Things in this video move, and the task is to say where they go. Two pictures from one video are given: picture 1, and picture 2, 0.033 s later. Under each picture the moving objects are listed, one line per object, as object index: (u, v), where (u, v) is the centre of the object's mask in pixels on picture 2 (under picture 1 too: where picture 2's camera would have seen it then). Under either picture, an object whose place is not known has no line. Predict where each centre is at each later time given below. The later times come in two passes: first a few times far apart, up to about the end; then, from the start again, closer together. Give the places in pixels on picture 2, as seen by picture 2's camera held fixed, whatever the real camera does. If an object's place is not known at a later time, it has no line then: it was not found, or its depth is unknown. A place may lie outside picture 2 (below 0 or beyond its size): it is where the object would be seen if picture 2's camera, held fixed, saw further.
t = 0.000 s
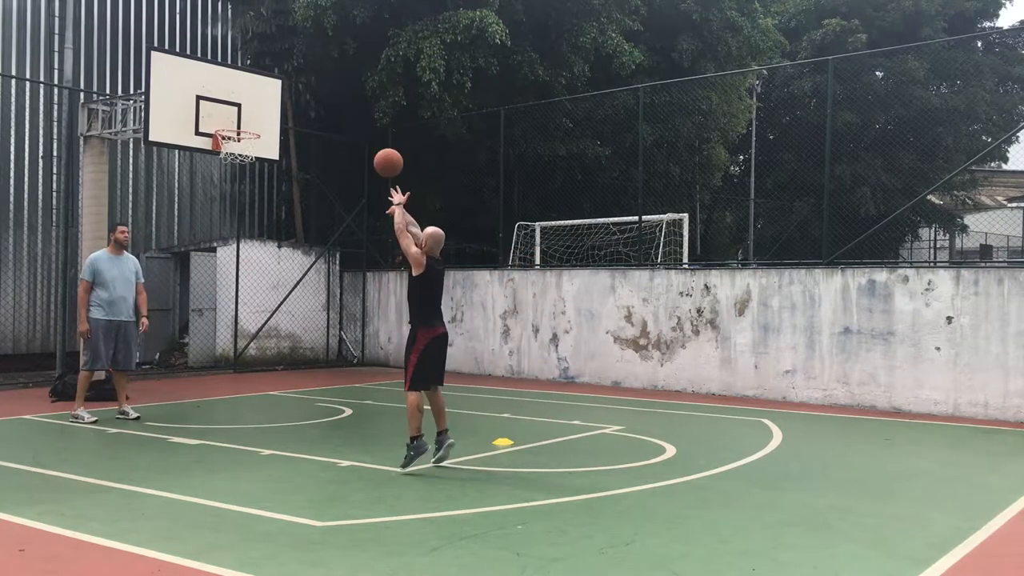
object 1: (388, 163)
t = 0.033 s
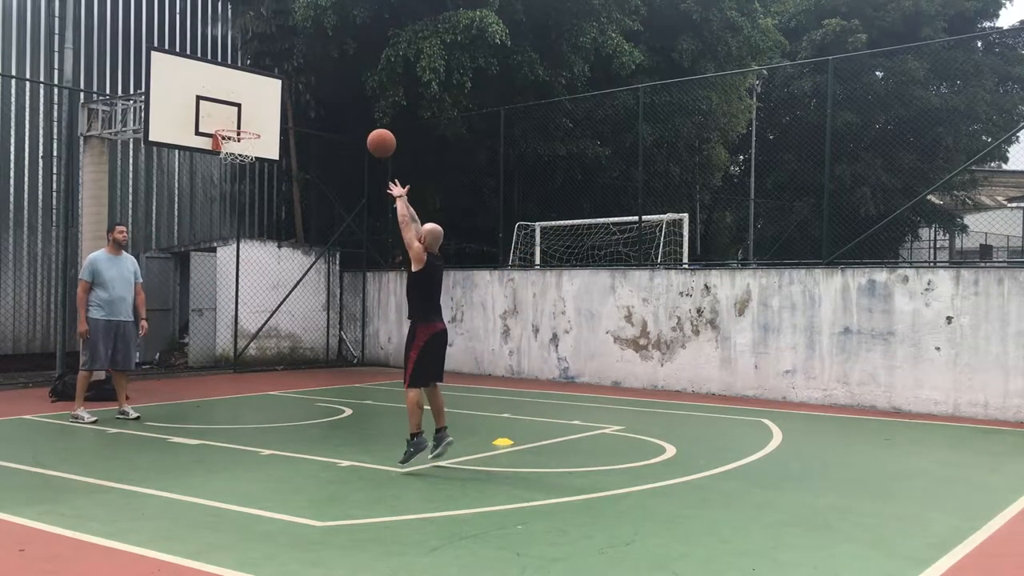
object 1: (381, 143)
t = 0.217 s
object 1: (345, 63)
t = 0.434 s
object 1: (307, 23)
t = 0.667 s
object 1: (272, 37)
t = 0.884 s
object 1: (242, 91)
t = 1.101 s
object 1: (252, 162)
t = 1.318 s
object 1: (300, 251)
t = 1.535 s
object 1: (347, 383)
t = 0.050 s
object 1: (378, 133)
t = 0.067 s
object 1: (374, 125)
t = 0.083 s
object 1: (371, 116)
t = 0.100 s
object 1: (367, 108)
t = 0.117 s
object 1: (364, 101)
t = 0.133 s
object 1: (361, 93)
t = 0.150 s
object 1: (358, 87)
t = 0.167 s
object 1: (355, 80)
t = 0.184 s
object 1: (351, 74)
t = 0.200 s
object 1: (348, 68)
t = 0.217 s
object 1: (345, 63)
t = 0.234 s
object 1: (342, 58)
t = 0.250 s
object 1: (339, 53)
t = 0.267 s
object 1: (336, 49)
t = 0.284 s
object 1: (333, 45)
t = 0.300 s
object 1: (330, 41)
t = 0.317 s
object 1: (327, 38)
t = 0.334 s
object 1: (324, 35)
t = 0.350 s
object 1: (321, 32)
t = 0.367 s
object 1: (318, 30)
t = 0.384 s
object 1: (316, 28)
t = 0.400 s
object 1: (313, 26)
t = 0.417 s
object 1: (310, 24)
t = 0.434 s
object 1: (307, 23)
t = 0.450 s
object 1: (304, 23)
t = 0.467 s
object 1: (302, 22)
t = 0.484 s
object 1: (299, 22)
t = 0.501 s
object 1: (297, 21)
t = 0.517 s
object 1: (294, 22)
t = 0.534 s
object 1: (291, 22)
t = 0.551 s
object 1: (289, 23)
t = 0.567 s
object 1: (286, 24)
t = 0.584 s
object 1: (284, 25)
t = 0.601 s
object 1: (281, 27)
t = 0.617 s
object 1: (279, 29)
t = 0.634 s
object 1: (277, 31)
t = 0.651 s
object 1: (274, 34)
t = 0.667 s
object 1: (272, 37)
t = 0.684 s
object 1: (269, 39)
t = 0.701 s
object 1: (267, 42)
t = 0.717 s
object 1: (264, 45)
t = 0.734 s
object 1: (262, 49)
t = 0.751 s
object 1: (260, 52)
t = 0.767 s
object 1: (258, 56)
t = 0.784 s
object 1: (255, 60)
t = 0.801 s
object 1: (253, 65)
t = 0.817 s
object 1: (251, 70)
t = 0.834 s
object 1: (249, 75)
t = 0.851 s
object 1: (246, 80)
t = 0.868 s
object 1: (244, 85)
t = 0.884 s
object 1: (242, 91)
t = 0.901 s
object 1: (240, 96)
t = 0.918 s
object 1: (238, 102)
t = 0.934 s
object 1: (236, 108)
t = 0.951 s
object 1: (234, 115)
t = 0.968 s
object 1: (232, 120)
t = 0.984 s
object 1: (231, 125)
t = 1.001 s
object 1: (230, 130)
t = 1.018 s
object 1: (236, 136)
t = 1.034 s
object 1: (238, 143)
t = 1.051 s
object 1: (243, 147)
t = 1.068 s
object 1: (246, 150)
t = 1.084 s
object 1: (247, 159)
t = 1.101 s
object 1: (252, 162)
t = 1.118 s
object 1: (256, 167)
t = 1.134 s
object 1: (260, 172)
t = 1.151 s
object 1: (263, 178)
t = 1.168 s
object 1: (267, 184)
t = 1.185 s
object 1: (271, 190)
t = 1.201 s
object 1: (275, 197)
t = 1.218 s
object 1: (279, 203)
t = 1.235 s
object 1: (282, 211)
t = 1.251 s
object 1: (286, 219)
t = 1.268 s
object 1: (289, 226)
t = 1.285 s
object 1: (293, 233)
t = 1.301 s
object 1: (296, 243)
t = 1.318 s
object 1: (300, 251)
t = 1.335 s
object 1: (304, 259)
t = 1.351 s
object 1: (307, 269)
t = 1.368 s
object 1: (311, 278)
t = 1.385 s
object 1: (315, 287)
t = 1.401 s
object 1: (318, 297)
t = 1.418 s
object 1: (322, 306)
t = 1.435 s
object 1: (326, 316)
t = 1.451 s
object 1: (329, 327)
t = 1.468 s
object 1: (333, 337)
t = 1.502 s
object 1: (340, 360)
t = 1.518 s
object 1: (343, 371)
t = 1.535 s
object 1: (347, 383)
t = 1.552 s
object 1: (350, 395)
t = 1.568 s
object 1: (354, 407)
